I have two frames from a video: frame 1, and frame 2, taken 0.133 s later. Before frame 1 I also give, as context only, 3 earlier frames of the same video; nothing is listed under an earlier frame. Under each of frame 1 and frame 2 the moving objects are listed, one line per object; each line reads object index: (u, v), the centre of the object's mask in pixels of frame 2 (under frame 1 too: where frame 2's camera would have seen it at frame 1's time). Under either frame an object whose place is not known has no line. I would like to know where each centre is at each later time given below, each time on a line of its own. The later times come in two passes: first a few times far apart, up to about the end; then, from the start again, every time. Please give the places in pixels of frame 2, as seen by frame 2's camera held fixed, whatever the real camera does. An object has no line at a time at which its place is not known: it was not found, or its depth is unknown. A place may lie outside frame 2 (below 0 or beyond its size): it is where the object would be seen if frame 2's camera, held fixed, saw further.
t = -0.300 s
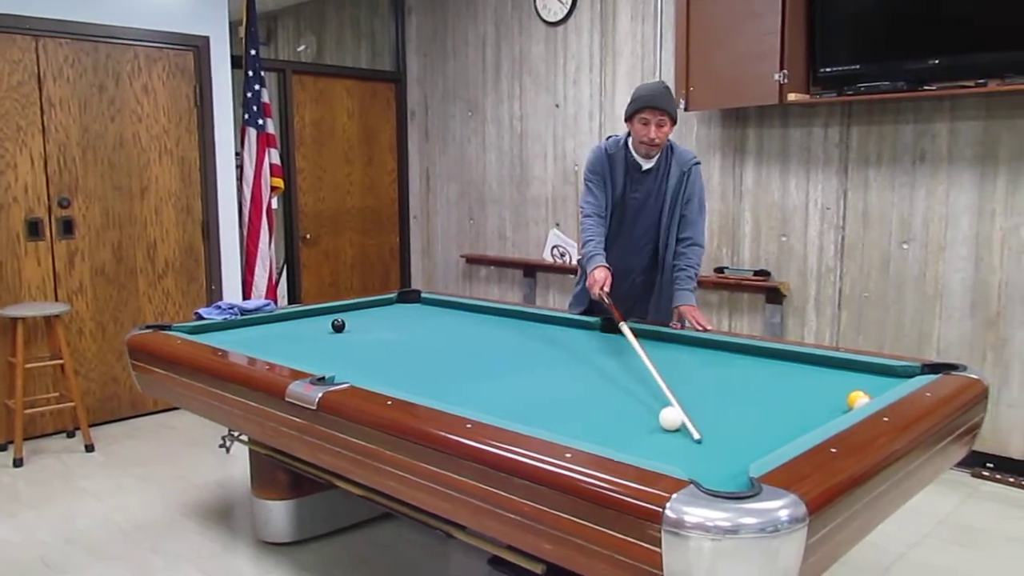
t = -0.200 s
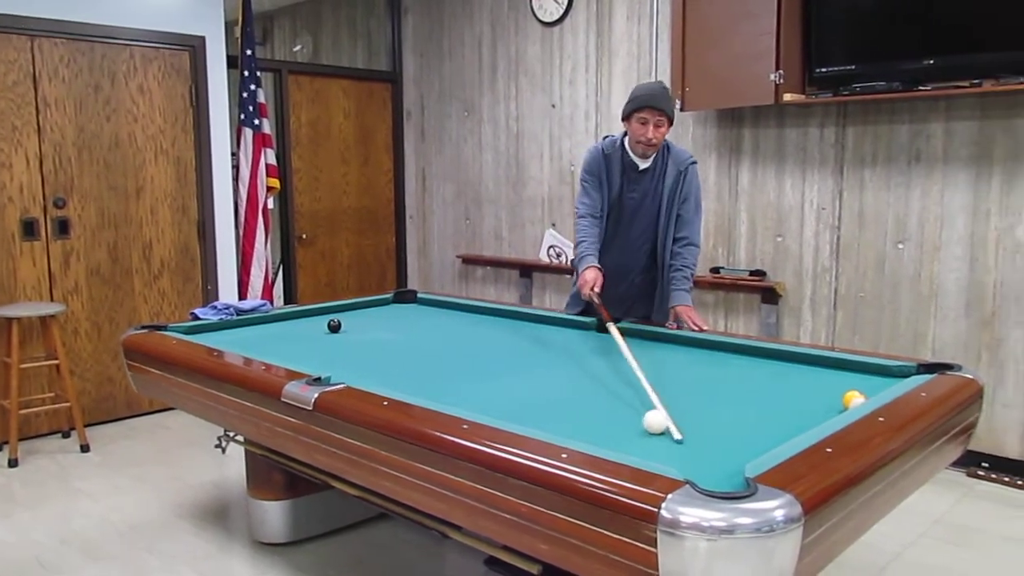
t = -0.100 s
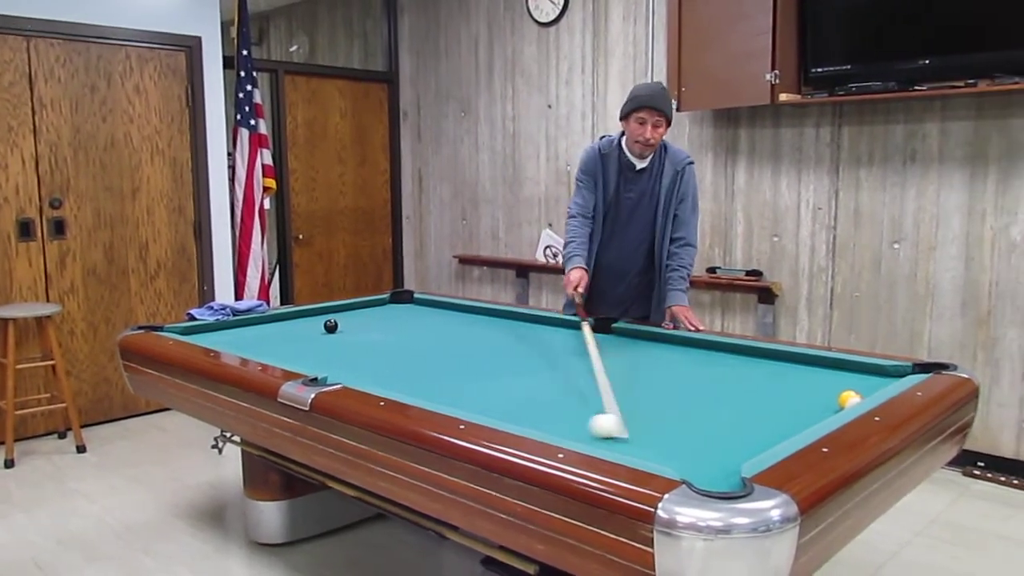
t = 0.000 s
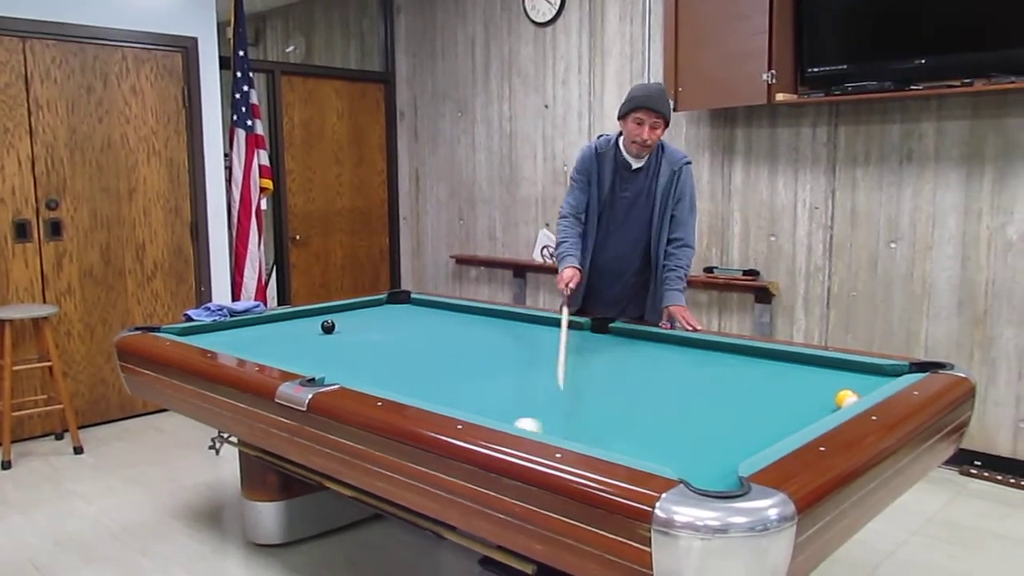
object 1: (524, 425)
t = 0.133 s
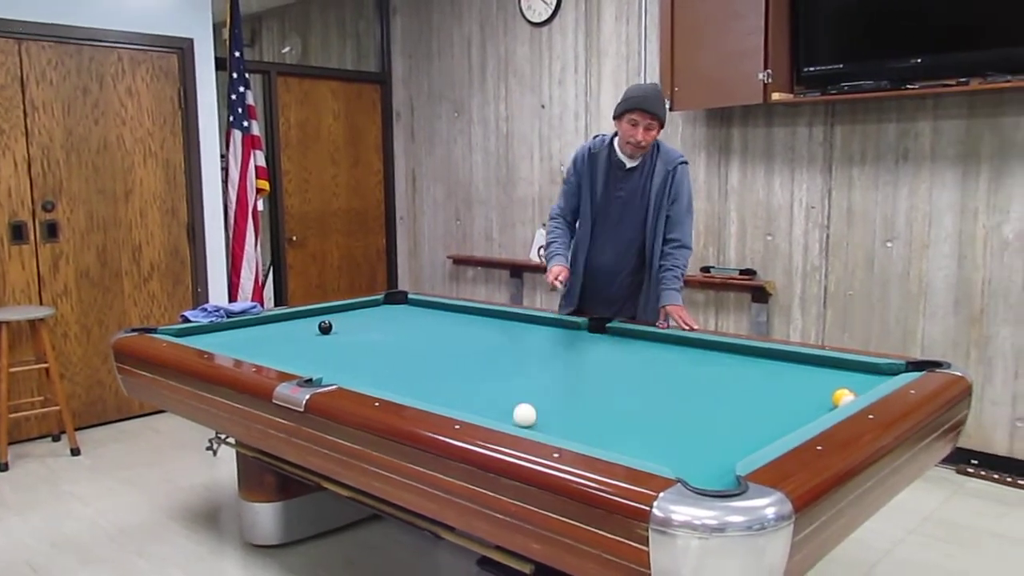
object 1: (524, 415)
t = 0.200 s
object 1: (525, 408)
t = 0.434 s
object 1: (531, 388)
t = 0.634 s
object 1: (534, 373)
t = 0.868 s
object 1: (536, 359)
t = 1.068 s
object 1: (537, 348)
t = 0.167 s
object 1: (525, 411)
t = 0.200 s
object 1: (525, 408)
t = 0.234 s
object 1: (526, 405)
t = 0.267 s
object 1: (527, 402)
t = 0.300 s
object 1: (528, 399)
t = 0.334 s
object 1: (529, 396)
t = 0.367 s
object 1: (529, 394)
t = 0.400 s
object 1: (530, 391)
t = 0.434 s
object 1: (531, 388)
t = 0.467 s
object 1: (531, 385)
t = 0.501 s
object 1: (532, 383)
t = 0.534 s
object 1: (532, 380)
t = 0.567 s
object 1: (533, 378)
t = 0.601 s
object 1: (533, 375)
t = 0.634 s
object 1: (534, 373)
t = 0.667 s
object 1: (534, 371)
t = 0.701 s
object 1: (535, 369)
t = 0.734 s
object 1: (535, 367)
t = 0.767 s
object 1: (535, 365)
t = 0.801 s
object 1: (536, 363)
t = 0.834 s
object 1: (536, 361)
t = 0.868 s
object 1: (536, 359)
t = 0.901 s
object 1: (536, 357)
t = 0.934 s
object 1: (536, 355)
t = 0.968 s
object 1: (537, 353)
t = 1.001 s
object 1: (537, 351)
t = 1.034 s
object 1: (537, 350)
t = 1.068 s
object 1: (537, 348)
